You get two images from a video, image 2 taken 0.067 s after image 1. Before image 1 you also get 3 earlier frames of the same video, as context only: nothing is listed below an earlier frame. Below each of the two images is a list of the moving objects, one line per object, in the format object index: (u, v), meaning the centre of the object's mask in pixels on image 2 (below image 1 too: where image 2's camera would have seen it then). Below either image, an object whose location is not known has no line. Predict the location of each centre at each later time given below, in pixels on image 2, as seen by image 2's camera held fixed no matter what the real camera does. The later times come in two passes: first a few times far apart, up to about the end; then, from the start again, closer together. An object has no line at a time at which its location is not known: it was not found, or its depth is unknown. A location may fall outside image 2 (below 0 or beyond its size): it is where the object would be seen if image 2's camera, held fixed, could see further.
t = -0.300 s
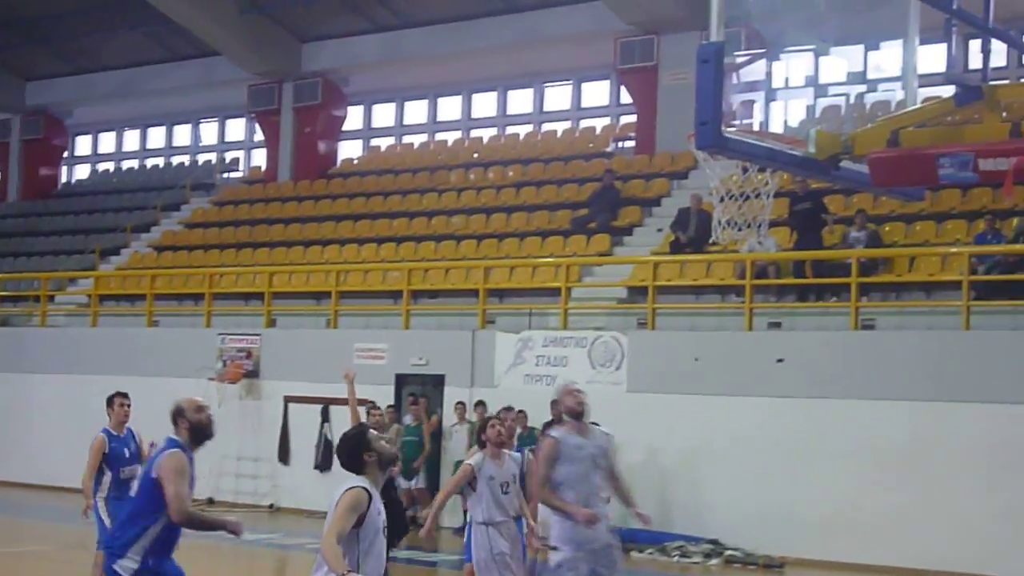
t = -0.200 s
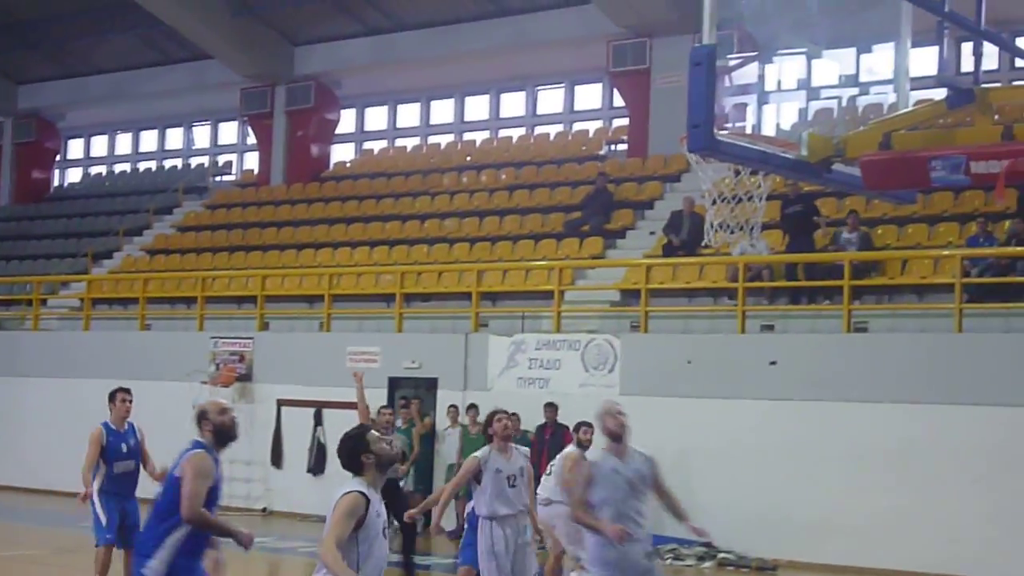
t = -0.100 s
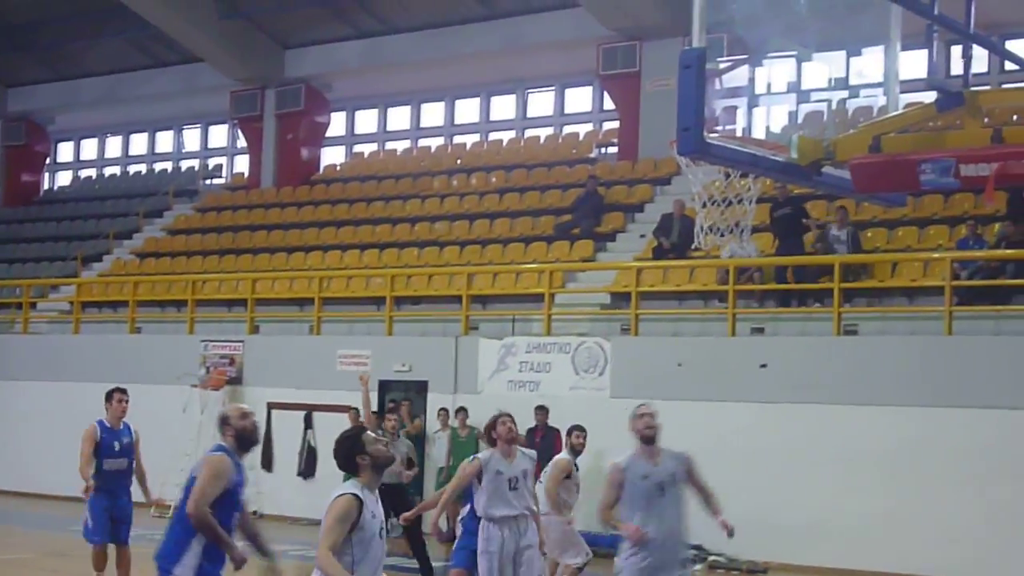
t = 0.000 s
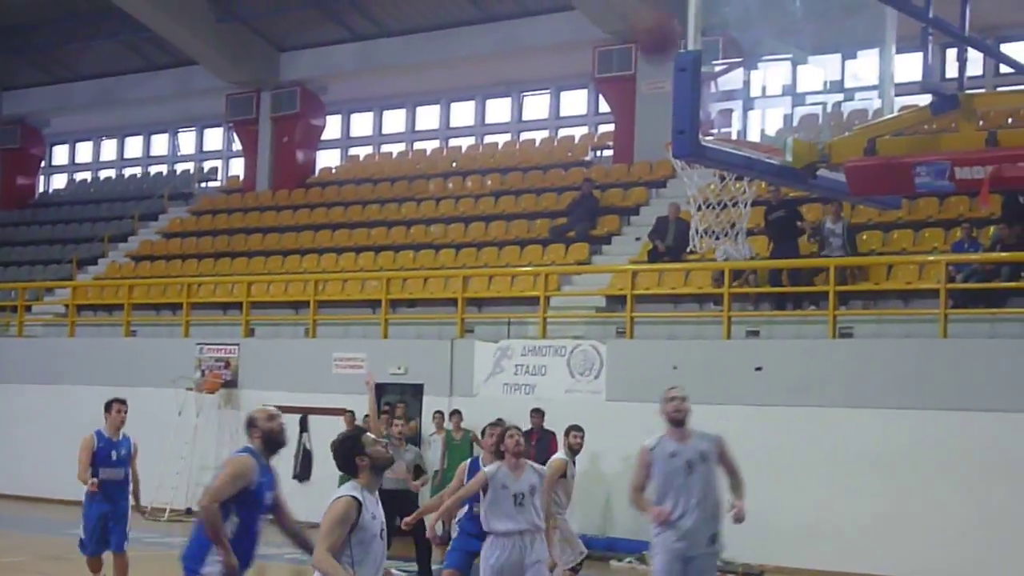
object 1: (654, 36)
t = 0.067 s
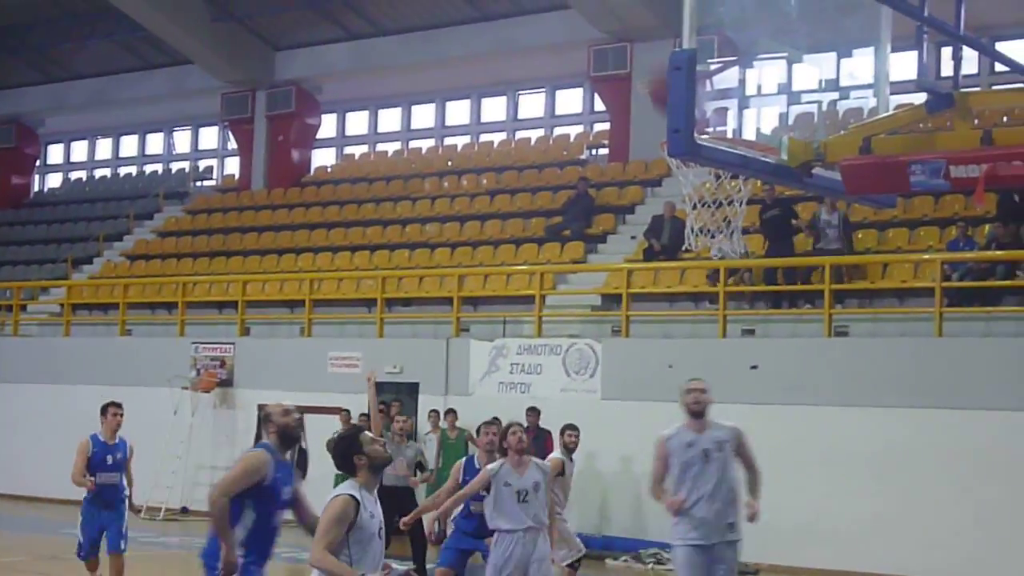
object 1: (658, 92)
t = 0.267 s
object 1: (737, 192)
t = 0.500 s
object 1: (731, 295)
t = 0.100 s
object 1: (663, 121)
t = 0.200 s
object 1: (720, 189)
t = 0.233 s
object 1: (730, 191)
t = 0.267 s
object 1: (737, 192)
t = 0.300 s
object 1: (738, 196)
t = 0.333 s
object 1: (739, 204)
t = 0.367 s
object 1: (738, 217)
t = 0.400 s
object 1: (735, 232)
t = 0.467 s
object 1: (732, 271)
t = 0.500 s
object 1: (731, 295)
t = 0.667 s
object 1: (719, 448)
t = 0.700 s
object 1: (718, 488)
